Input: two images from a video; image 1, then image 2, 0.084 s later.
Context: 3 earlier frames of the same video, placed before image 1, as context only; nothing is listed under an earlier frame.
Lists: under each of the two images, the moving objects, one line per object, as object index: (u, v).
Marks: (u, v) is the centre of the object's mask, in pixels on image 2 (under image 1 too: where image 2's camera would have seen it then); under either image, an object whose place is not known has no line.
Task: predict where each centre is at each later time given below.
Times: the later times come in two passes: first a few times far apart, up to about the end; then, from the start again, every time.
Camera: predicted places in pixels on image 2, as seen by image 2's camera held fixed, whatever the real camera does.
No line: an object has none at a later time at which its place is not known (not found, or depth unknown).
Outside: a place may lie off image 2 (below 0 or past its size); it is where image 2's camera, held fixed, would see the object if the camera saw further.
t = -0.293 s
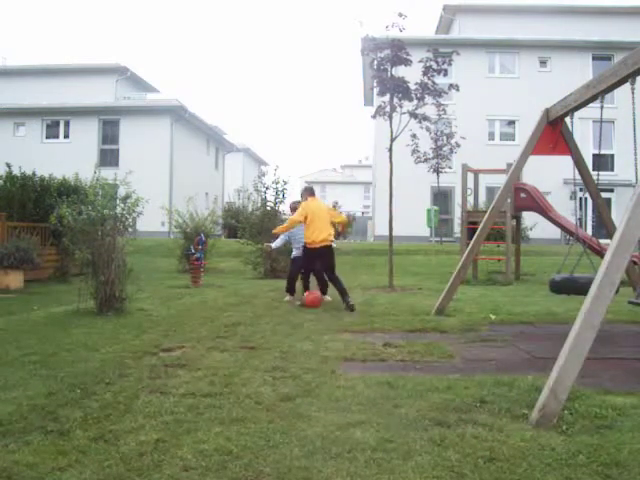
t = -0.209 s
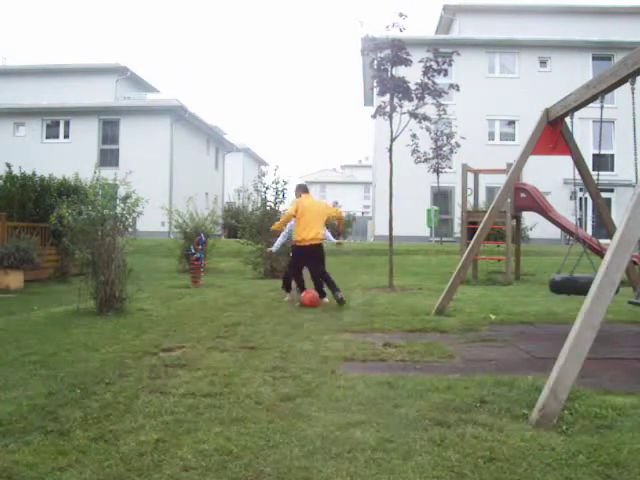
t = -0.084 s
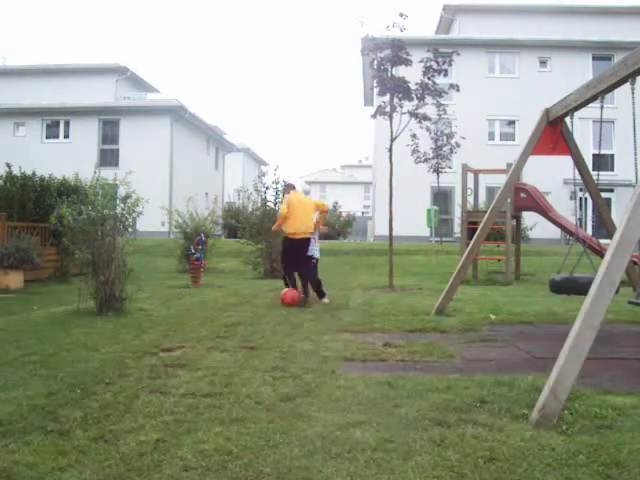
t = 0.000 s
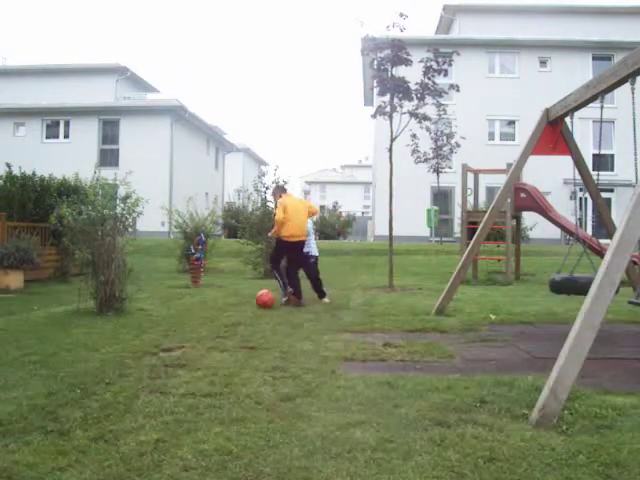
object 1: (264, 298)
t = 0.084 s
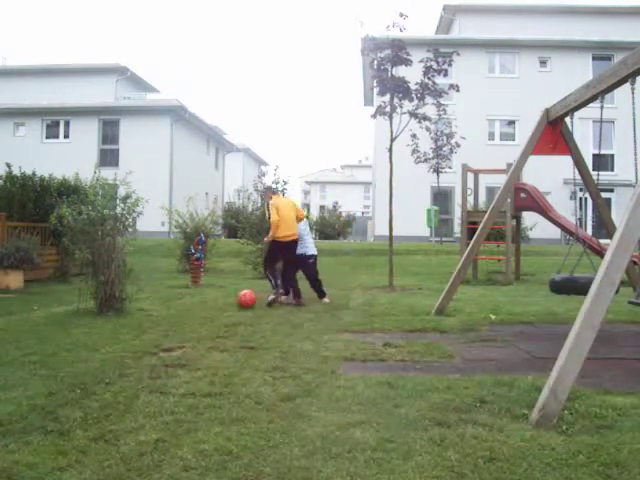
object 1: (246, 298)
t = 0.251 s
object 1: (212, 301)
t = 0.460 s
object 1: (172, 300)
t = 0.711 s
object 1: (123, 305)
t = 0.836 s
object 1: (98, 307)
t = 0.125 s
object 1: (237, 299)
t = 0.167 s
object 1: (229, 298)
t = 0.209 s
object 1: (221, 299)
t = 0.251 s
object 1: (212, 301)
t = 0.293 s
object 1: (205, 300)
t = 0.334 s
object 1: (196, 300)
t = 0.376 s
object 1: (188, 301)
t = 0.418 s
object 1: (179, 301)
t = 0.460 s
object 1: (172, 300)
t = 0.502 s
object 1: (163, 301)
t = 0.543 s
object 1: (155, 301)
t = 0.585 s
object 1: (147, 301)
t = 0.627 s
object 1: (139, 303)
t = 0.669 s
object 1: (131, 304)
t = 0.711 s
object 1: (123, 305)
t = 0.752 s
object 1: (115, 305)
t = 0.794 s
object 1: (107, 306)
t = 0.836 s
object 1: (98, 307)
